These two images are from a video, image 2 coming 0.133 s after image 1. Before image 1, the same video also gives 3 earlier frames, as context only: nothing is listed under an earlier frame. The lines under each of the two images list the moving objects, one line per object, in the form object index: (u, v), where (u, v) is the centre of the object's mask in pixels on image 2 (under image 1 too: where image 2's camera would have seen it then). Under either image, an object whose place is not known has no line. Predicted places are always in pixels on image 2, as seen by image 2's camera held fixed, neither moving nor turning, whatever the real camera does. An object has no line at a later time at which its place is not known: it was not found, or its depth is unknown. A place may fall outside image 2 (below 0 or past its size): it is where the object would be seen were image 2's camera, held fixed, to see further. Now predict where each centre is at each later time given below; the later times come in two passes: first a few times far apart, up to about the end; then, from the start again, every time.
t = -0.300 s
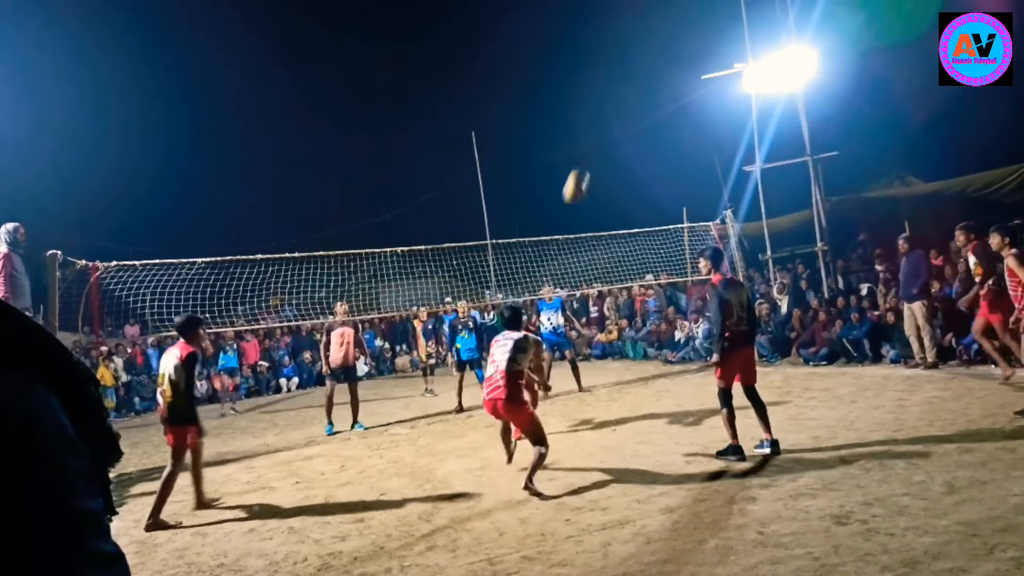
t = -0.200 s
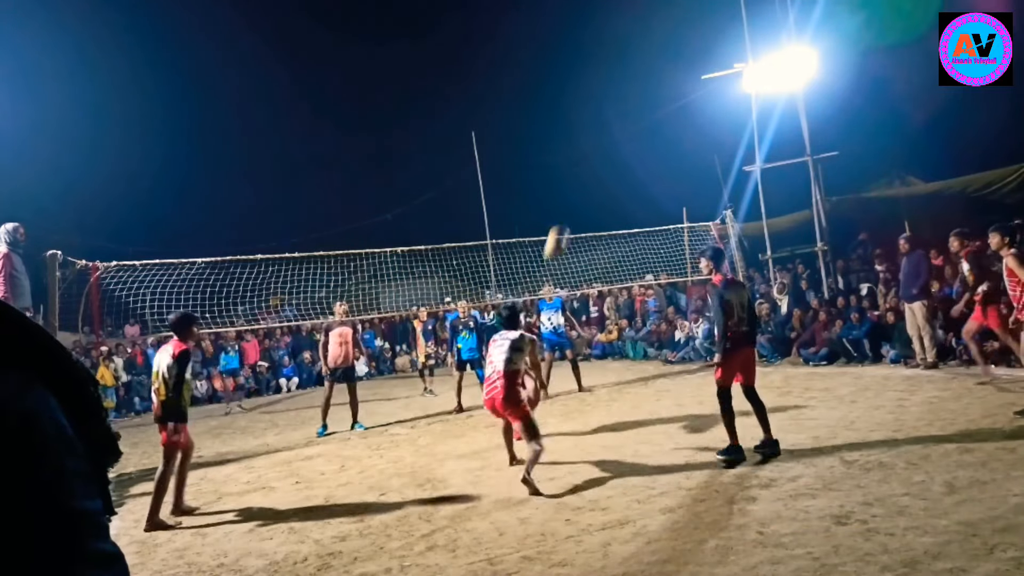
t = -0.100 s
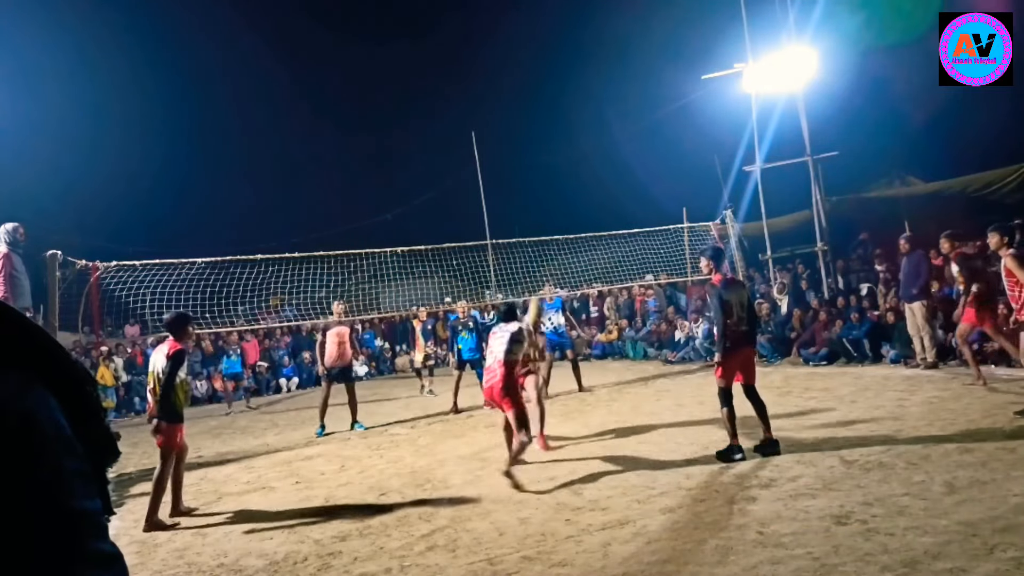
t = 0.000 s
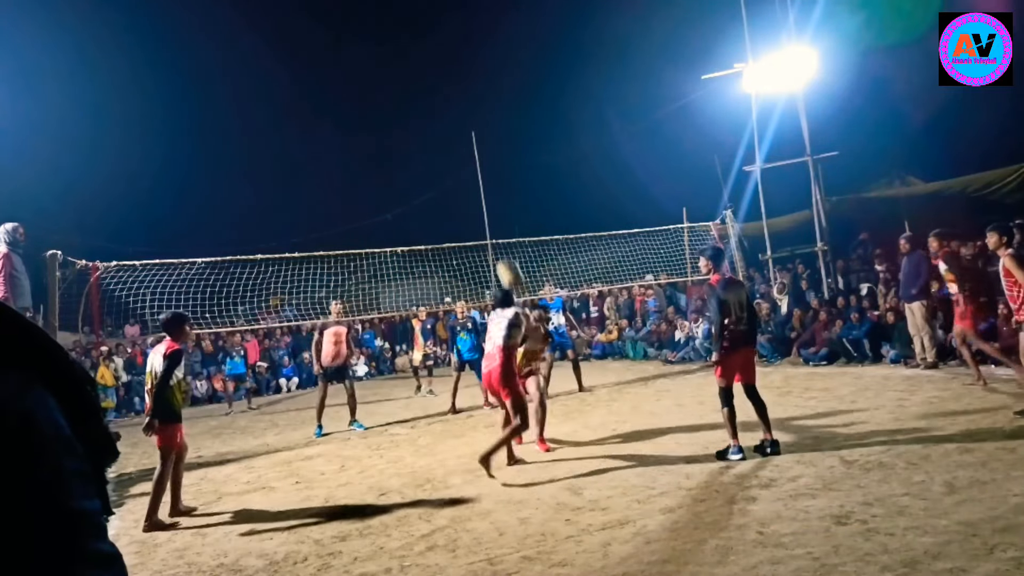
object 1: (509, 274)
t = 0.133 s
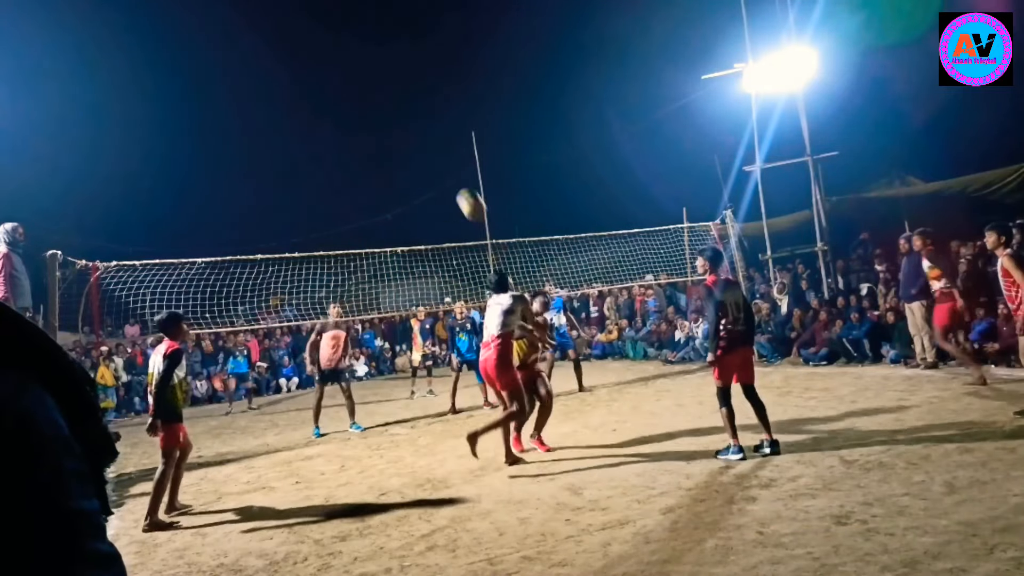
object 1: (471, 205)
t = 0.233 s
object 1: (442, 164)
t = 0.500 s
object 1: (369, 100)
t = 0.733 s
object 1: (309, 107)
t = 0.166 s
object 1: (461, 190)
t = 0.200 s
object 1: (452, 176)
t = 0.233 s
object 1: (442, 164)
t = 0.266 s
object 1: (433, 152)
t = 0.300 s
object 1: (424, 141)
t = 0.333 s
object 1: (414, 131)
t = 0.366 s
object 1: (405, 123)
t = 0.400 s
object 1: (396, 115)
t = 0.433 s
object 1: (386, 109)
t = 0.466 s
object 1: (377, 104)
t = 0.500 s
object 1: (369, 100)
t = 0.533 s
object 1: (360, 98)
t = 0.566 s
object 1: (351, 96)
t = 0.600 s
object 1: (342, 96)
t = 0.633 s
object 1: (334, 97)
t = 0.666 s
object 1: (325, 99)
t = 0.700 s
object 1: (317, 103)
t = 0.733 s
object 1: (309, 107)
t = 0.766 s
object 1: (301, 113)
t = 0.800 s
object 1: (293, 120)
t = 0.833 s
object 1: (285, 128)
